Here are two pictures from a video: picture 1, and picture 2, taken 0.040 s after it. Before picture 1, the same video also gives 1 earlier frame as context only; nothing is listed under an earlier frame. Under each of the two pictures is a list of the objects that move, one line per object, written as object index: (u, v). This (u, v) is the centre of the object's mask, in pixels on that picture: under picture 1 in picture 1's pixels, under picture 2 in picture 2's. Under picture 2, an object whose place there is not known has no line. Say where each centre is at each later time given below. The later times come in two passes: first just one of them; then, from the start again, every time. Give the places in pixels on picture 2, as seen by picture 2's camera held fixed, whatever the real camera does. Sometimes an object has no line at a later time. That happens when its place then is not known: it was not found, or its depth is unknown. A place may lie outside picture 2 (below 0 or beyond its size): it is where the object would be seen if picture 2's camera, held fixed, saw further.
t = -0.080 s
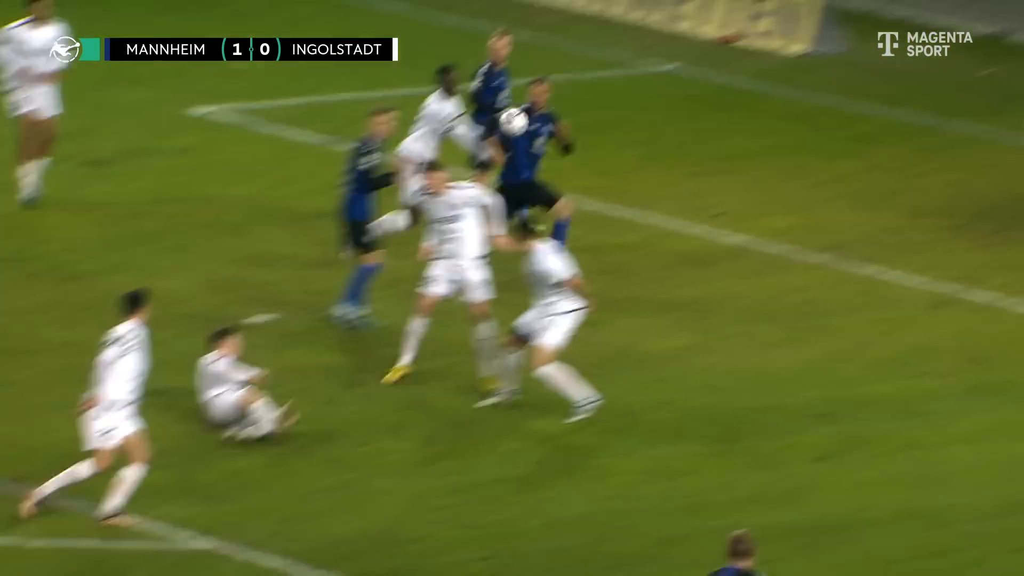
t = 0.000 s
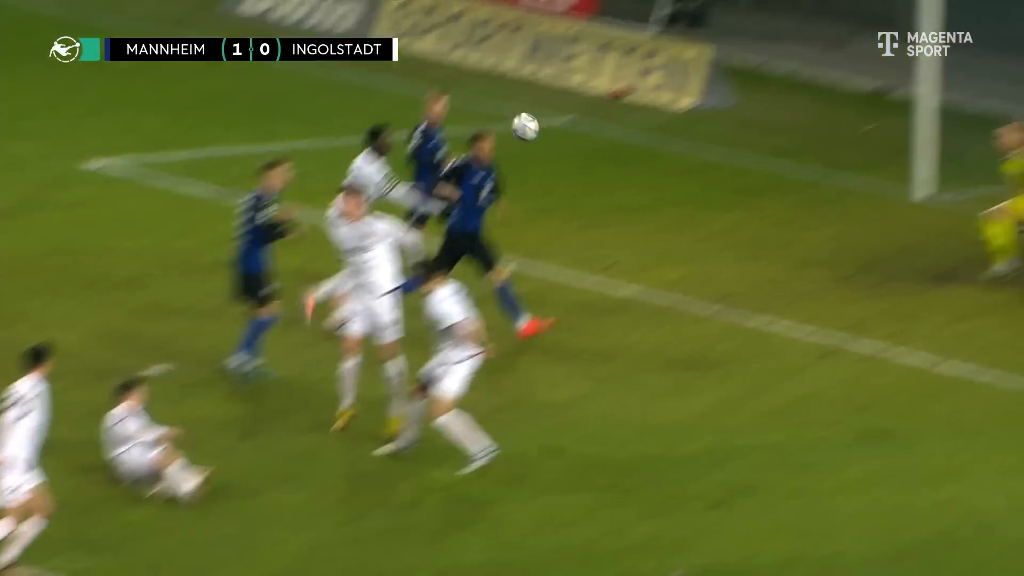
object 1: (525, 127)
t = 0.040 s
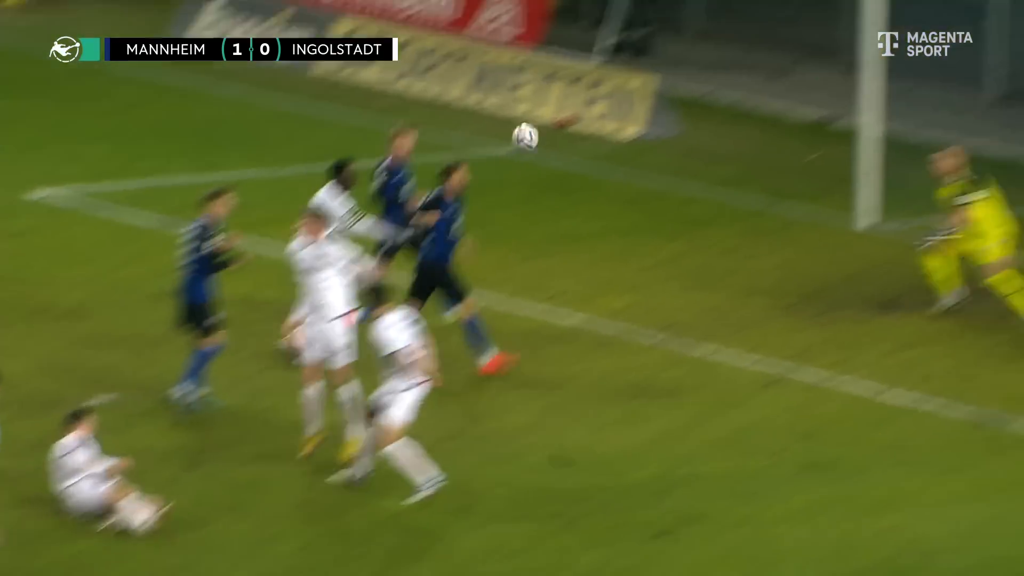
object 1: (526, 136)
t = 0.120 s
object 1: (626, 107)
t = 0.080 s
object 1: (576, 121)
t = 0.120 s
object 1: (626, 107)
